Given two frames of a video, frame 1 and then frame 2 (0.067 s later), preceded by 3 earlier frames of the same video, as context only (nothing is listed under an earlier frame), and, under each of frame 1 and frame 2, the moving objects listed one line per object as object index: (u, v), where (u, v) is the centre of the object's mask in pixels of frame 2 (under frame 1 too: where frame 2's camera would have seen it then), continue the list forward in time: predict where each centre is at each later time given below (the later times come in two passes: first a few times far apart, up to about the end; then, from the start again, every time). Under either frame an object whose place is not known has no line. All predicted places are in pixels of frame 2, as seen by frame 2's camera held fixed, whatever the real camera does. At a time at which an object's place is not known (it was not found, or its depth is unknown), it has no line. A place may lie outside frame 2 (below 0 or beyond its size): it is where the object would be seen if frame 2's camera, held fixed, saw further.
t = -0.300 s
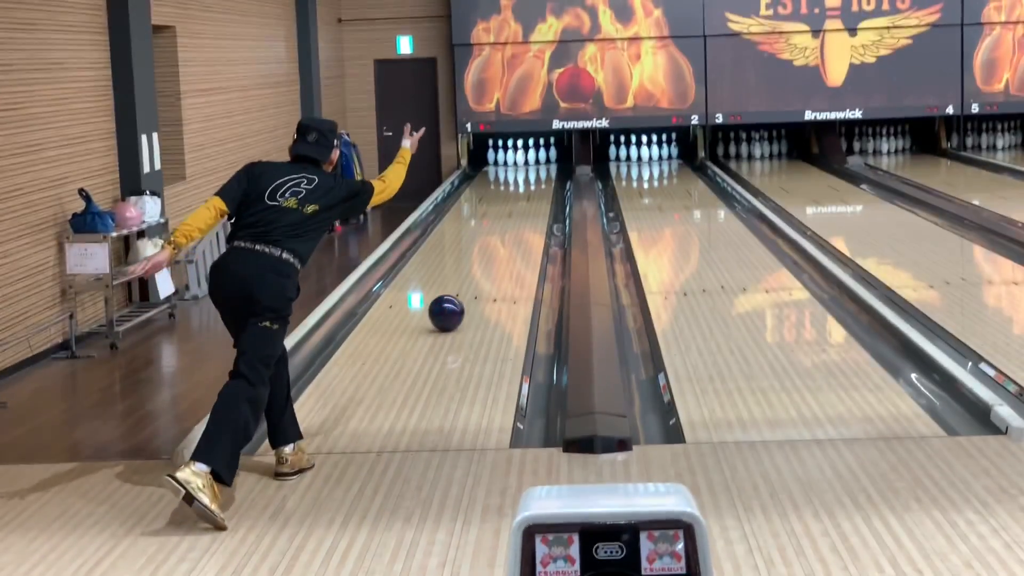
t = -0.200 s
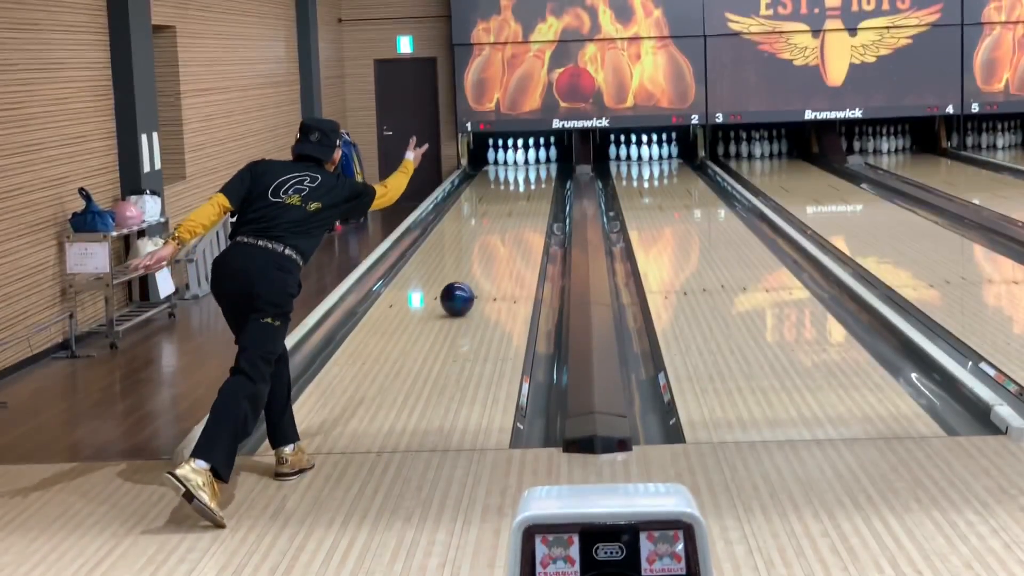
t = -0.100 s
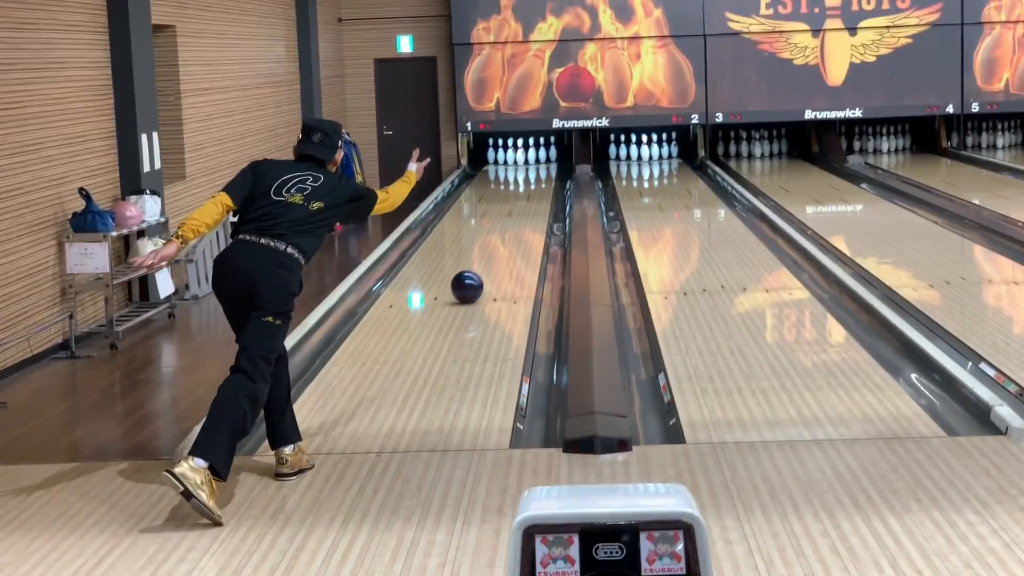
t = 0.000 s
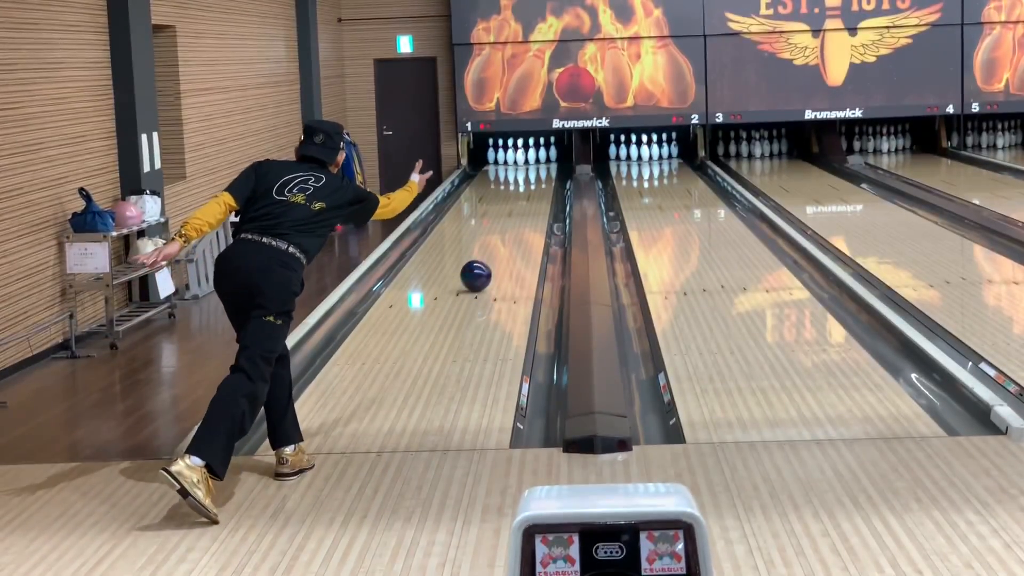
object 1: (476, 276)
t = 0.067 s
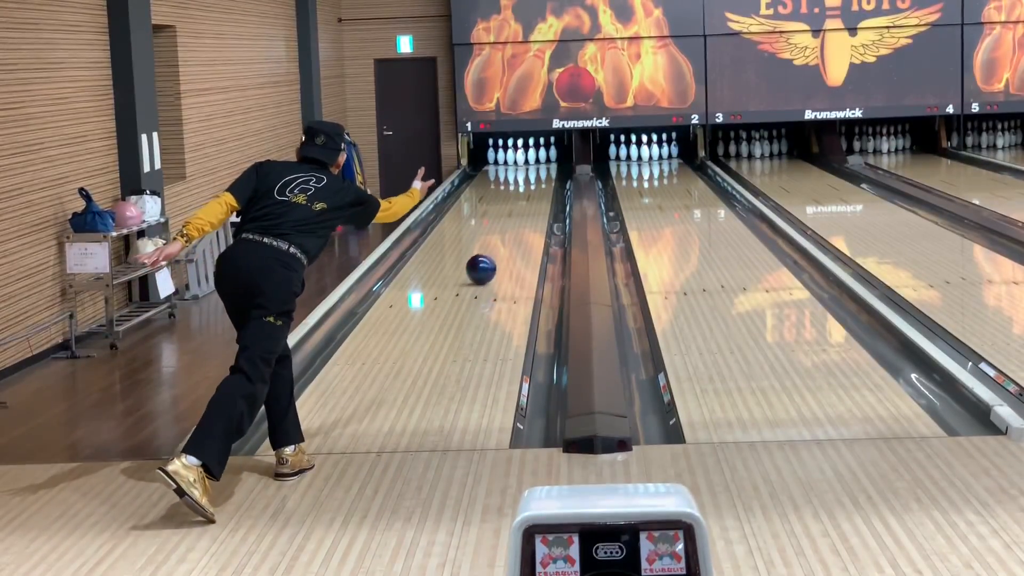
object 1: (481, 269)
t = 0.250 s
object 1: (494, 253)
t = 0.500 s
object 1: (508, 234)
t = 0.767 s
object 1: (520, 217)
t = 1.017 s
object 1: (529, 204)
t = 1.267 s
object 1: (535, 194)
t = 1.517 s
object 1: (540, 185)
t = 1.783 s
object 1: (541, 176)
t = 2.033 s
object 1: (539, 171)
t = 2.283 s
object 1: (533, 165)
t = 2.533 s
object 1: (527, 161)
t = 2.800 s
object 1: (525, 157)
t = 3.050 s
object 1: (525, 156)
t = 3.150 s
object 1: (521, 156)
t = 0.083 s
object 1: (482, 268)
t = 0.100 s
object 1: (484, 266)
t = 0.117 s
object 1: (485, 265)
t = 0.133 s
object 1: (486, 263)
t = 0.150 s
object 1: (487, 261)
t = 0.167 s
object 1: (488, 260)
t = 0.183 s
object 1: (490, 259)
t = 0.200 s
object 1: (491, 257)
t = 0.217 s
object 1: (492, 255)
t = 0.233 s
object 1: (493, 254)
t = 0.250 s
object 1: (494, 253)
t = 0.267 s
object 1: (495, 251)
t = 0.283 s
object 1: (496, 250)
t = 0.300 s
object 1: (497, 249)
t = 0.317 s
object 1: (498, 247)
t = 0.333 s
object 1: (499, 246)
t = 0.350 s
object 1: (500, 245)
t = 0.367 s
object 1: (501, 243)
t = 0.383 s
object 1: (502, 242)
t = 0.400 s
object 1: (503, 241)
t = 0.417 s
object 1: (504, 240)
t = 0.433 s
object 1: (505, 238)
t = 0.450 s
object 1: (506, 237)
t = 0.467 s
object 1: (507, 236)
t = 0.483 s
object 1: (508, 235)
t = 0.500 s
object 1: (508, 234)
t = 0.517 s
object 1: (509, 233)
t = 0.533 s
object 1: (510, 232)
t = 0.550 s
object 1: (511, 231)
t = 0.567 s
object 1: (512, 229)
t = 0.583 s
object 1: (512, 228)
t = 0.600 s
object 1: (513, 227)
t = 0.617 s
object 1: (514, 226)
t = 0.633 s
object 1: (515, 225)
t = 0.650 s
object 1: (515, 224)
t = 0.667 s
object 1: (516, 223)
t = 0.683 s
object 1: (517, 222)
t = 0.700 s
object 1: (518, 221)
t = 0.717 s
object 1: (518, 220)
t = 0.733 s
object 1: (519, 219)
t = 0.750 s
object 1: (520, 218)
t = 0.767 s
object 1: (520, 217)
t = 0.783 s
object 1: (521, 216)
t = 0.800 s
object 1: (522, 215)
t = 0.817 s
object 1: (522, 215)
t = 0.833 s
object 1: (523, 214)
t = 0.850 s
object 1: (523, 213)
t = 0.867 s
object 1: (524, 212)
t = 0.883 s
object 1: (525, 211)
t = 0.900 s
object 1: (525, 210)
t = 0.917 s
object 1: (526, 209)
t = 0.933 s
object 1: (526, 209)
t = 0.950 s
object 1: (527, 208)
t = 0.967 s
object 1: (528, 207)
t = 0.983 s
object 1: (528, 206)
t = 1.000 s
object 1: (529, 205)
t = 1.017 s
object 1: (529, 204)
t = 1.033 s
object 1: (530, 204)
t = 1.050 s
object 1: (530, 203)
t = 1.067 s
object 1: (530, 202)
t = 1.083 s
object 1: (531, 202)
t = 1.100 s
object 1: (531, 201)
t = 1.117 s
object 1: (532, 200)
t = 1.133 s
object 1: (532, 200)
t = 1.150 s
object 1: (533, 199)
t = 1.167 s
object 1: (533, 198)
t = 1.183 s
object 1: (533, 197)
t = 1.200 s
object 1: (534, 197)
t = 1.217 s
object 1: (534, 196)
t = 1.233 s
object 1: (535, 195)
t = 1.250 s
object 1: (535, 195)
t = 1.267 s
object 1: (535, 194)
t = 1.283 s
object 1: (536, 193)
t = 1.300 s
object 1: (536, 193)
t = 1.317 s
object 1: (536, 192)
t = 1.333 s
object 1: (537, 191)
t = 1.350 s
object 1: (537, 191)
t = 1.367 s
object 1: (537, 190)
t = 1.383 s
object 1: (538, 189)
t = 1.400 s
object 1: (538, 189)
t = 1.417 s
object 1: (538, 188)
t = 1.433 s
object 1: (539, 188)
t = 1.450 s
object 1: (539, 187)
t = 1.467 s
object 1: (539, 186)
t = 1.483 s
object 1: (539, 186)
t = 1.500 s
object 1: (539, 185)
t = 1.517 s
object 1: (540, 185)
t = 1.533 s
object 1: (540, 184)
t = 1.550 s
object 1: (540, 183)
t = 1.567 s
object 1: (540, 183)
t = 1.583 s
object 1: (540, 182)
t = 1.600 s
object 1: (540, 182)
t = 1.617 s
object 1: (541, 181)
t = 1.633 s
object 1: (541, 181)
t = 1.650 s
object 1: (541, 180)
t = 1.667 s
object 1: (541, 179)
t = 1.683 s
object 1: (541, 179)
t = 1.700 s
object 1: (541, 179)
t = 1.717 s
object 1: (541, 178)
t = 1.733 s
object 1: (541, 178)
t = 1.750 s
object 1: (541, 177)
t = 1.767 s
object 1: (541, 177)
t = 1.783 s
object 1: (541, 176)
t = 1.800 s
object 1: (541, 176)
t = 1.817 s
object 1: (541, 175)
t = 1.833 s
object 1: (541, 175)
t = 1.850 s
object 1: (541, 174)
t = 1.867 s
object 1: (541, 174)
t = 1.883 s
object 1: (541, 174)
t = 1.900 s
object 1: (541, 173)
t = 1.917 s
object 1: (541, 173)
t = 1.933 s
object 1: (541, 173)
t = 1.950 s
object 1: (541, 173)
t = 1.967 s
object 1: (541, 172)
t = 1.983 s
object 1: (540, 172)
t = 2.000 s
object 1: (540, 171)
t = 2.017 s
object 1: (540, 171)
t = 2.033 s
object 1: (539, 171)
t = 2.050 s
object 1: (539, 170)
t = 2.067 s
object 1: (539, 170)
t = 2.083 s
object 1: (538, 169)
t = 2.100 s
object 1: (537, 169)
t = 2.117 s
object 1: (537, 169)
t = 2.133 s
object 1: (537, 168)
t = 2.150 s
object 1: (536, 168)
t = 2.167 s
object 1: (536, 168)
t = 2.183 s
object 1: (536, 167)
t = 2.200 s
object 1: (535, 167)
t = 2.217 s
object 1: (535, 166)
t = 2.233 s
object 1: (534, 166)
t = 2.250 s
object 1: (534, 166)
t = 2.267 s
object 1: (534, 165)
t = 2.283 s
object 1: (533, 165)
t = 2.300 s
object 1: (533, 165)
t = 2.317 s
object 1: (532, 164)
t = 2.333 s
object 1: (532, 164)
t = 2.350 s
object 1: (532, 164)
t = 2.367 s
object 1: (531, 163)
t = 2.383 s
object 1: (531, 163)
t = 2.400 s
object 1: (530, 163)
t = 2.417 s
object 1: (530, 163)
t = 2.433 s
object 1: (529, 162)
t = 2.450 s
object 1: (529, 162)
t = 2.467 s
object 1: (529, 162)
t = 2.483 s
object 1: (528, 162)
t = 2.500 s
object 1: (528, 161)
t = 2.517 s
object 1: (527, 161)
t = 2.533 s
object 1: (527, 161)
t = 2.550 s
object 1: (527, 160)
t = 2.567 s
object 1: (526, 160)
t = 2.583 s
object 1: (526, 160)
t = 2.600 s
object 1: (525, 160)
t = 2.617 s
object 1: (525, 160)
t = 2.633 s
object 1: (525, 159)
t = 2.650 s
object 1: (525, 159)
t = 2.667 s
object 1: (525, 159)
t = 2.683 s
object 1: (525, 159)
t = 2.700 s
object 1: (525, 158)
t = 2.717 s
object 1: (525, 158)
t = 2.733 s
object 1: (525, 158)
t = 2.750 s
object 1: (525, 158)
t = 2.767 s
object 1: (525, 158)
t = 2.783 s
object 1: (525, 158)
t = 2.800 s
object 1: (525, 157)
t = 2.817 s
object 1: (524, 157)
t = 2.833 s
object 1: (524, 157)
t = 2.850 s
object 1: (524, 157)
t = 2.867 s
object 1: (524, 157)
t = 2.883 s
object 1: (524, 157)
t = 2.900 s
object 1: (524, 157)
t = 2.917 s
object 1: (524, 157)
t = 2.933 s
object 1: (524, 156)
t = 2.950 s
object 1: (524, 156)
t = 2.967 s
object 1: (524, 156)
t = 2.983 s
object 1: (524, 156)
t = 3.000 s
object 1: (525, 156)
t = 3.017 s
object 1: (525, 156)
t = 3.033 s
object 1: (525, 156)
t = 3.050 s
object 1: (525, 156)
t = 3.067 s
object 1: (525, 156)
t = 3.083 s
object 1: (525, 156)
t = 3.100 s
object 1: (525, 156)
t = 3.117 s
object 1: (523, 156)
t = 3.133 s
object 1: (524, 156)
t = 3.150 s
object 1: (521, 156)
